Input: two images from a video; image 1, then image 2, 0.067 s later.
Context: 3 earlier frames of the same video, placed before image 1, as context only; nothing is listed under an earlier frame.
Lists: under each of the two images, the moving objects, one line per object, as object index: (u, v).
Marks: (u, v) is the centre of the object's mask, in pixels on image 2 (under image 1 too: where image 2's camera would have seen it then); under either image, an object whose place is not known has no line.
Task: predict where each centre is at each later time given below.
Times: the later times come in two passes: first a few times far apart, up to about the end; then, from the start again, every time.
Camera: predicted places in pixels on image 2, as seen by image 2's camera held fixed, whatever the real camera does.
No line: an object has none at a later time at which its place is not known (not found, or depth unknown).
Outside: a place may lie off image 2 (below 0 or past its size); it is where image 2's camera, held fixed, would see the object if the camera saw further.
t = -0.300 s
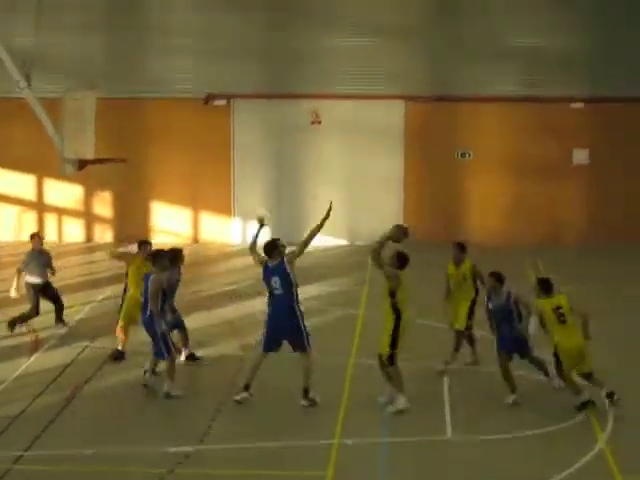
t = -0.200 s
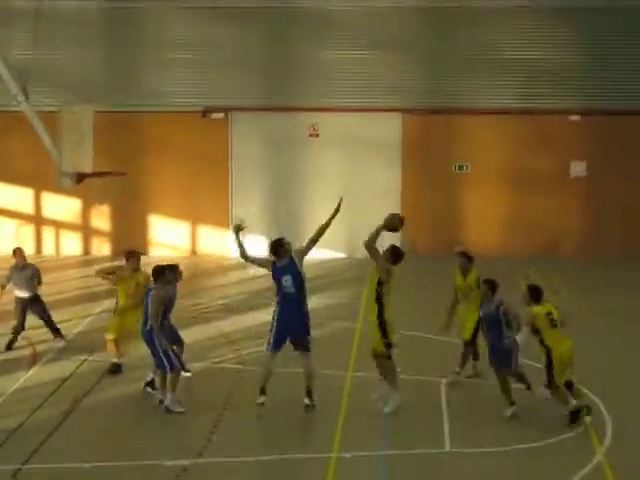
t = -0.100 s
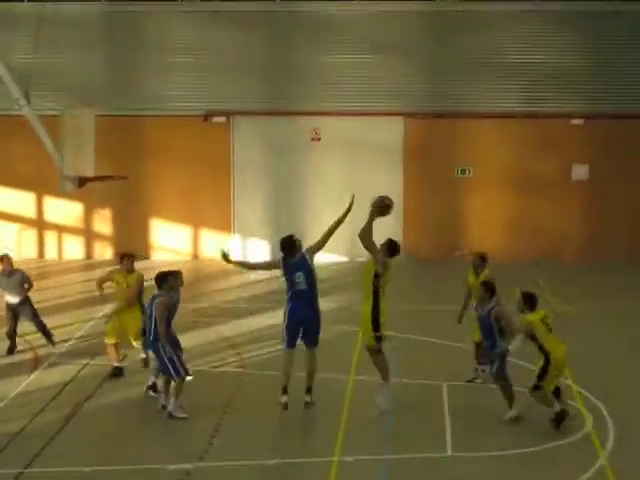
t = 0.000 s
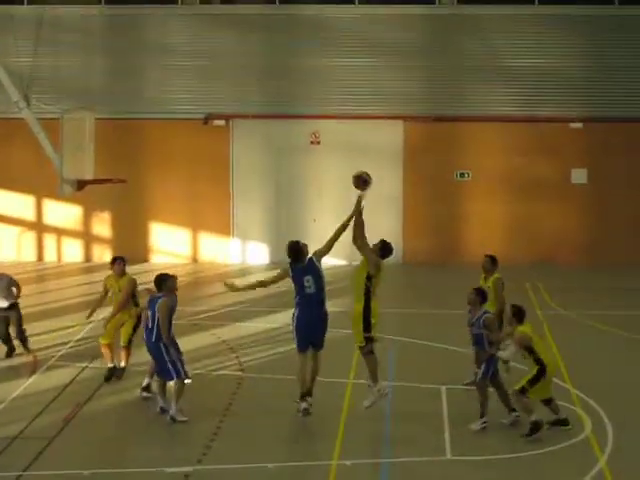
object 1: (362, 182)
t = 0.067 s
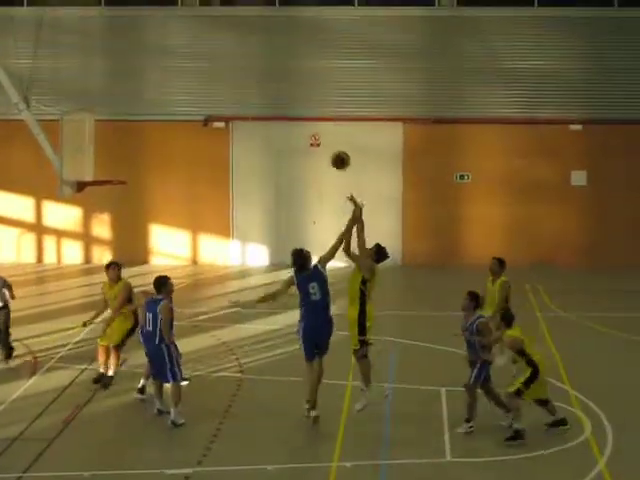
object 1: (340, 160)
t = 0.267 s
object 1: (277, 119)
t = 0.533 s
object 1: (196, 110)
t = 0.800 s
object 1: (120, 157)
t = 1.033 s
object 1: (98, 194)
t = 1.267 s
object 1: (99, 222)
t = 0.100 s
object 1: (330, 151)
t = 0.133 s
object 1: (319, 142)
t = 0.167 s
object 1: (309, 135)
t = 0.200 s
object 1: (298, 130)
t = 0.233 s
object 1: (287, 125)
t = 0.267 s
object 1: (277, 119)
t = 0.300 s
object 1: (267, 112)
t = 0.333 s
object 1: (256, 110)
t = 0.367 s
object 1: (246, 108)
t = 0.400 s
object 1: (236, 107)
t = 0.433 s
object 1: (226, 106)
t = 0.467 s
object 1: (215, 107)
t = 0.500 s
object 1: (205, 108)
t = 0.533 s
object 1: (196, 110)
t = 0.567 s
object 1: (186, 113)
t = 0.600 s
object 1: (176, 116)
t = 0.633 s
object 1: (167, 121)
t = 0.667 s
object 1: (157, 126)
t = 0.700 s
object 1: (147, 132)
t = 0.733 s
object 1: (139, 140)
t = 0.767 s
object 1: (128, 147)
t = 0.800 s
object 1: (120, 157)
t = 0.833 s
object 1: (110, 166)
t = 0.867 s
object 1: (102, 175)
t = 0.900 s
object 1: (103, 181)
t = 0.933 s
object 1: (114, 186)
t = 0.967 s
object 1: (112, 189)
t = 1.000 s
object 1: (105, 192)
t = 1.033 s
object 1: (98, 194)
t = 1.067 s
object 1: (93, 195)
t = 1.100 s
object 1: (92, 197)
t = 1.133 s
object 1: (94, 201)
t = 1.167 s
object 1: (95, 204)
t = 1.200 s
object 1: (97, 209)
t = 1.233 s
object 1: (98, 215)
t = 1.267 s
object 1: (99, 222)
